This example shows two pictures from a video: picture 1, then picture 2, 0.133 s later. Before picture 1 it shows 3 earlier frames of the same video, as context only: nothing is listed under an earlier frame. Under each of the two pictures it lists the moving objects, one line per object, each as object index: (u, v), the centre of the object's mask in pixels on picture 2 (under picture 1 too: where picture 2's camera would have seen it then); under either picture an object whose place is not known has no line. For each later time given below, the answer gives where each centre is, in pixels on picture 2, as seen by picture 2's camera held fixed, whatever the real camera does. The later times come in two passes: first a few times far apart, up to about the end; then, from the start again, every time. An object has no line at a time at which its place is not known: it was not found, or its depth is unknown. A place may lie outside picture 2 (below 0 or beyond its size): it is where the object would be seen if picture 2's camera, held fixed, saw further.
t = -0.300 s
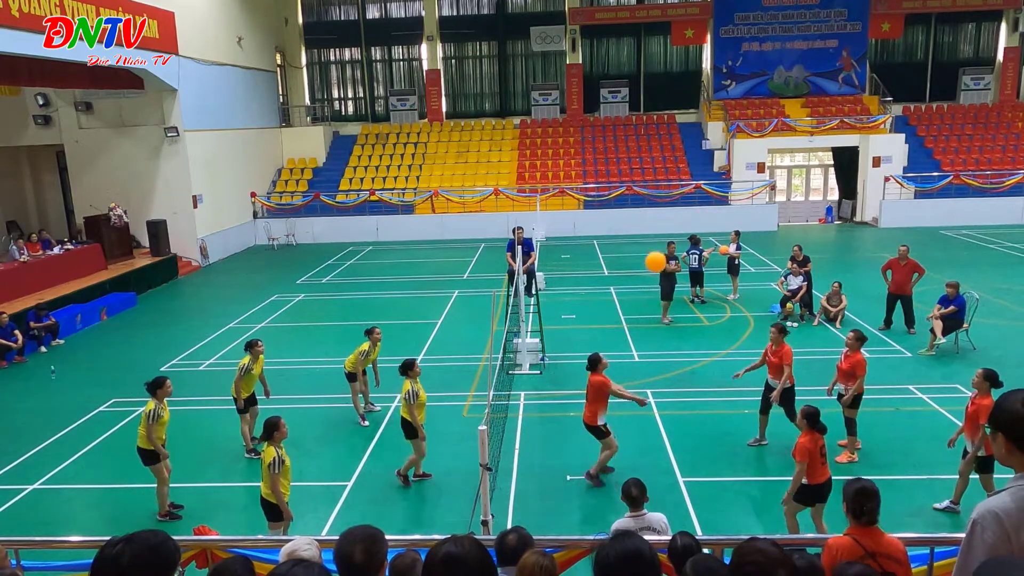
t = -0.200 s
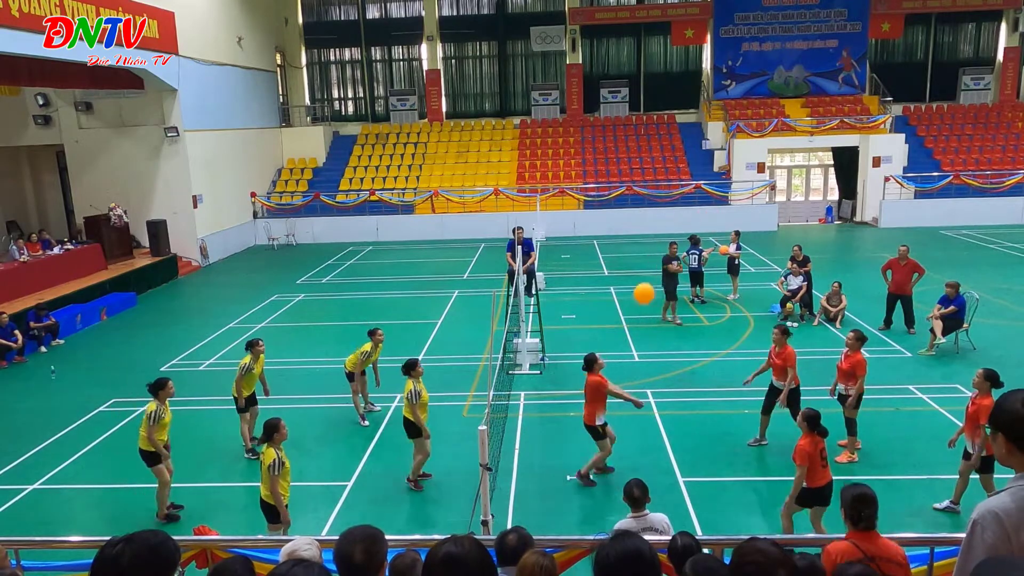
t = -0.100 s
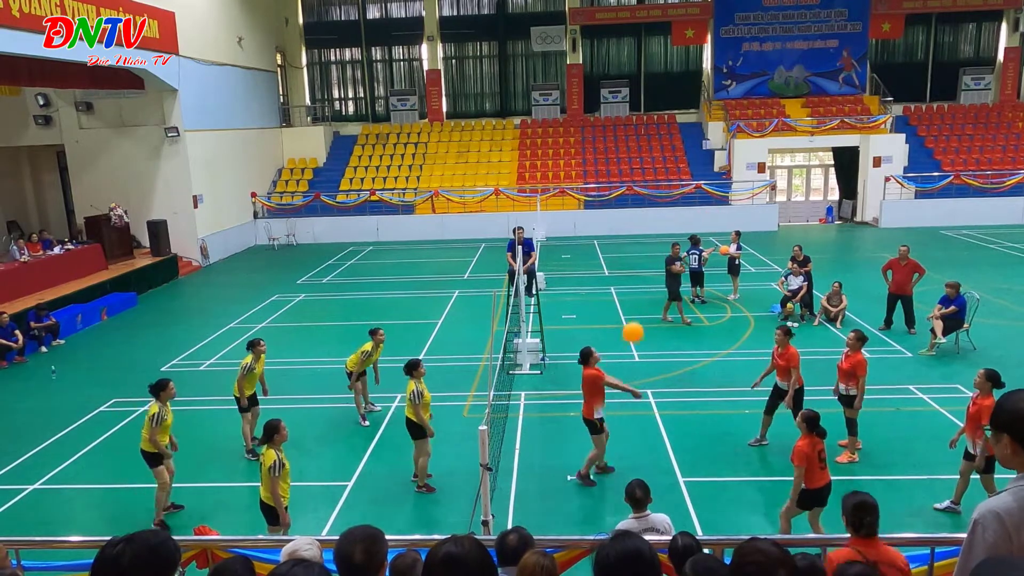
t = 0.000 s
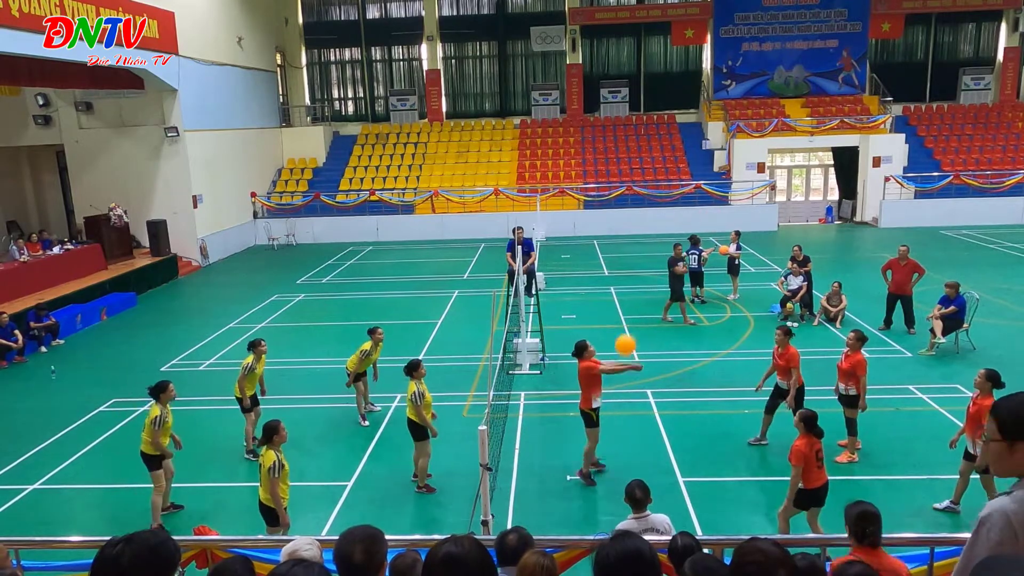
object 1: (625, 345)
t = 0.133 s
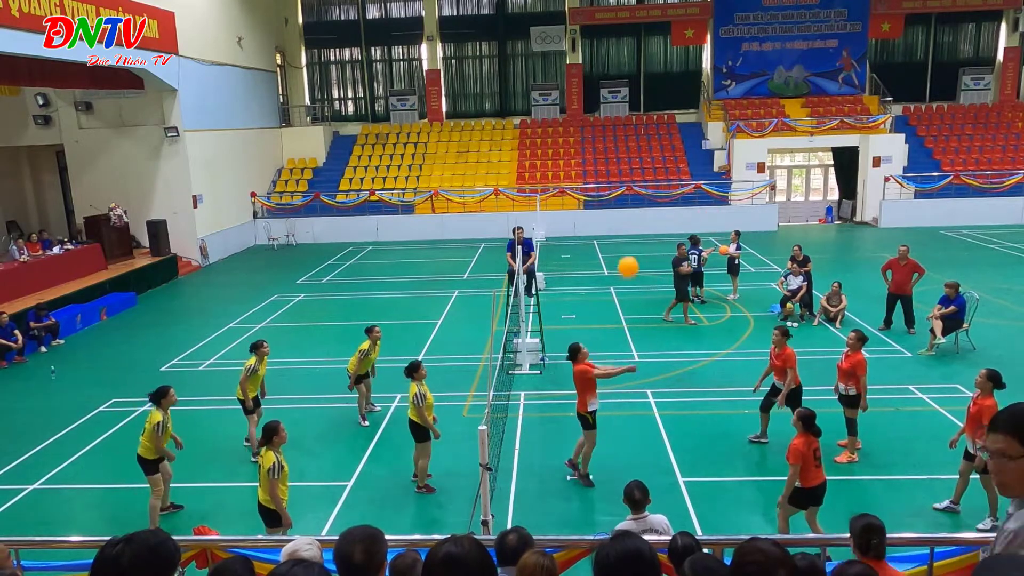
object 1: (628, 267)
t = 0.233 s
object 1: (630, 220)
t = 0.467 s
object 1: (637, 149)
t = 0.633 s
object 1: (641, 128)
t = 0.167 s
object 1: (628, 251)
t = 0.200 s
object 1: (629, 234)
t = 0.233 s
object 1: (630, 220)
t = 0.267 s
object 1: (631, 207)
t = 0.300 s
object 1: (632, 195)
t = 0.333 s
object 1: (633, 183)
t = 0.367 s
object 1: (634, 173)
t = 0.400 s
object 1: (635, 164)
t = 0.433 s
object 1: (636, 156)
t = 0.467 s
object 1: (637, 149)
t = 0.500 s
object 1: (638, 143)
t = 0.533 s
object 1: (639, 138)
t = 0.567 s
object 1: (640, 134)
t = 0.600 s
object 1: (641, 131)
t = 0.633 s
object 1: (641, 128)
